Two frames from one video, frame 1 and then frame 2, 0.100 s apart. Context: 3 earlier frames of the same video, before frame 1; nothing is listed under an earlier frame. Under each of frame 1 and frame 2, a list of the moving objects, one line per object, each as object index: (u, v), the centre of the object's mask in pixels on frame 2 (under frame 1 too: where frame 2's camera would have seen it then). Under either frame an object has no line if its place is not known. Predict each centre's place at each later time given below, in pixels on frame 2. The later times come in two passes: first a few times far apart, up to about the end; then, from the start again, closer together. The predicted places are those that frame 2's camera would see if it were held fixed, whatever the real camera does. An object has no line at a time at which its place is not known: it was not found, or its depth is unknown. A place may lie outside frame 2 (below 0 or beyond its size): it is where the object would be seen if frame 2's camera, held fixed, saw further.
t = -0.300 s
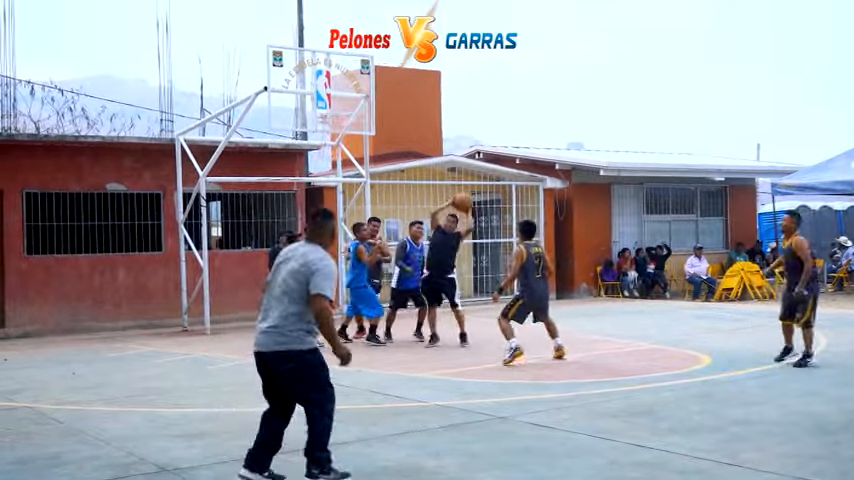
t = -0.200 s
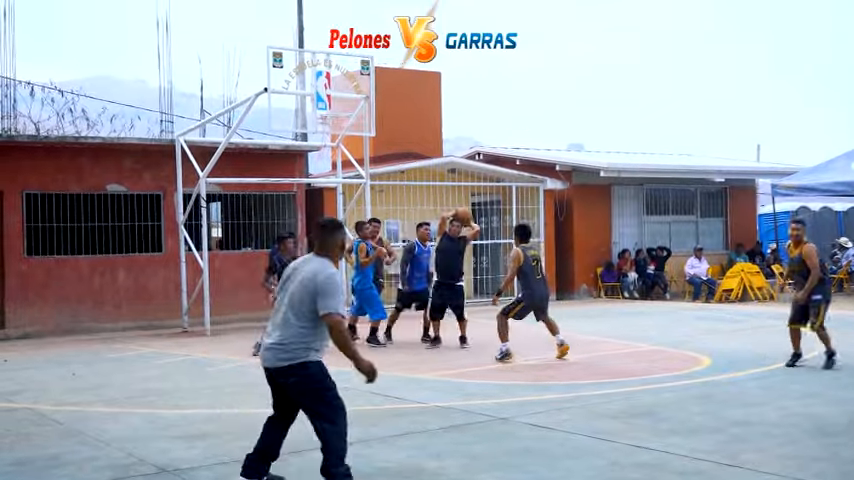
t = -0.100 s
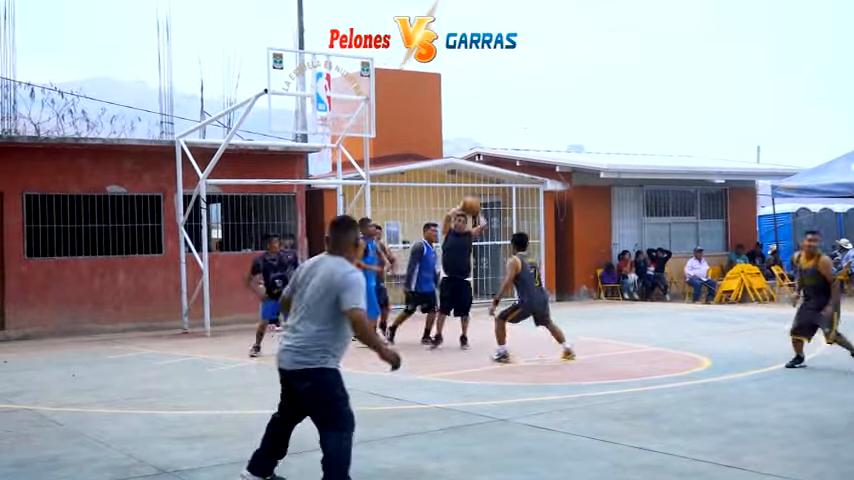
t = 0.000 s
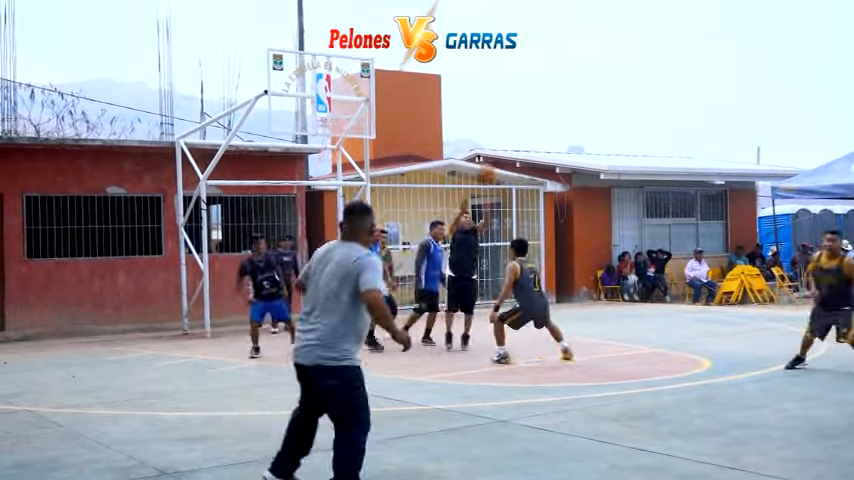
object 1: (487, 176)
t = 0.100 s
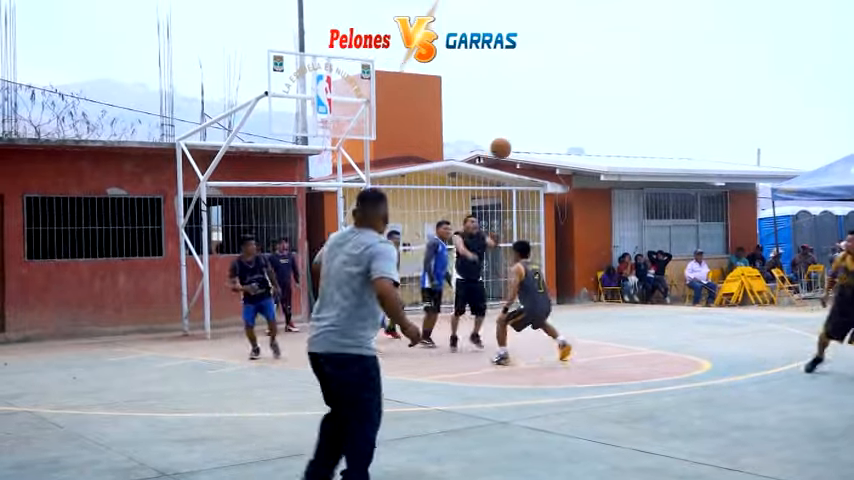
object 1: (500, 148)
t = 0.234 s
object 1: (525, 119)
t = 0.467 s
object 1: (589, 102)
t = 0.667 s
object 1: (681, 147)
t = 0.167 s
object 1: (512, 132)
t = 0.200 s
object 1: (518, 125)
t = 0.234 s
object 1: (525, 119)
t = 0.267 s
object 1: (532, 113)
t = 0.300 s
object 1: (540, 109)
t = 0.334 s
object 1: (549, 105)
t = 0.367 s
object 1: (558, 103)
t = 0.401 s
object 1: (567, 101)
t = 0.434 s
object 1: (578, 101)
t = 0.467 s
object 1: (589, 102)
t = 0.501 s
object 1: (601, 104)
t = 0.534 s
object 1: (615, 108)
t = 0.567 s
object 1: (629, 114)
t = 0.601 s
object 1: (646, 122)
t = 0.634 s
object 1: (663, 133)
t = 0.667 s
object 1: (681, 147)
